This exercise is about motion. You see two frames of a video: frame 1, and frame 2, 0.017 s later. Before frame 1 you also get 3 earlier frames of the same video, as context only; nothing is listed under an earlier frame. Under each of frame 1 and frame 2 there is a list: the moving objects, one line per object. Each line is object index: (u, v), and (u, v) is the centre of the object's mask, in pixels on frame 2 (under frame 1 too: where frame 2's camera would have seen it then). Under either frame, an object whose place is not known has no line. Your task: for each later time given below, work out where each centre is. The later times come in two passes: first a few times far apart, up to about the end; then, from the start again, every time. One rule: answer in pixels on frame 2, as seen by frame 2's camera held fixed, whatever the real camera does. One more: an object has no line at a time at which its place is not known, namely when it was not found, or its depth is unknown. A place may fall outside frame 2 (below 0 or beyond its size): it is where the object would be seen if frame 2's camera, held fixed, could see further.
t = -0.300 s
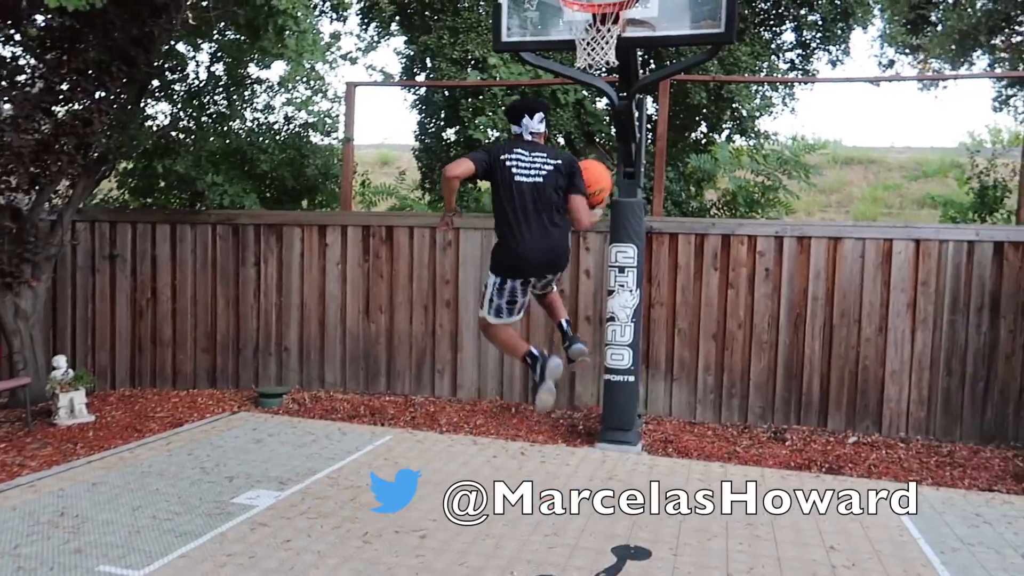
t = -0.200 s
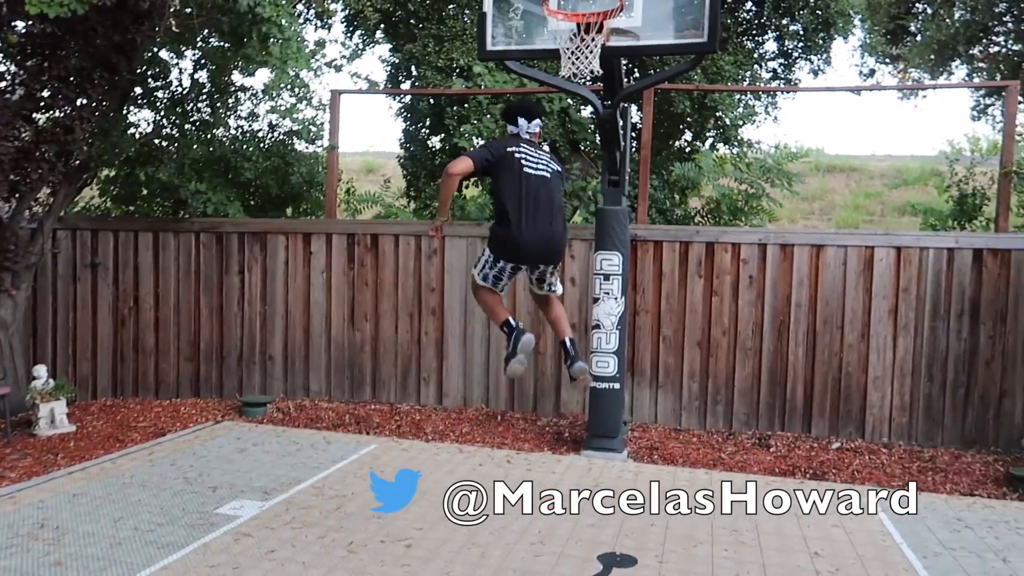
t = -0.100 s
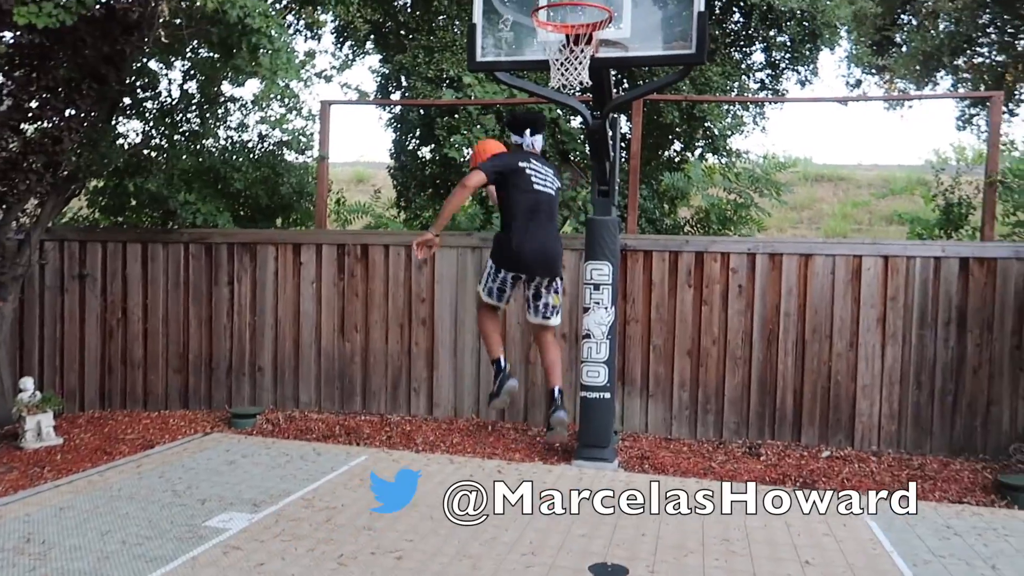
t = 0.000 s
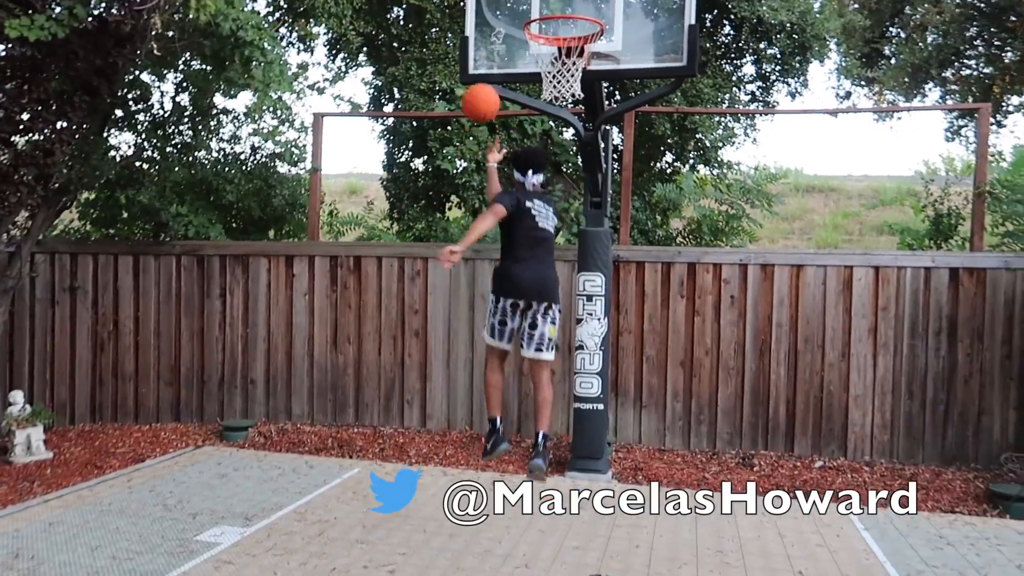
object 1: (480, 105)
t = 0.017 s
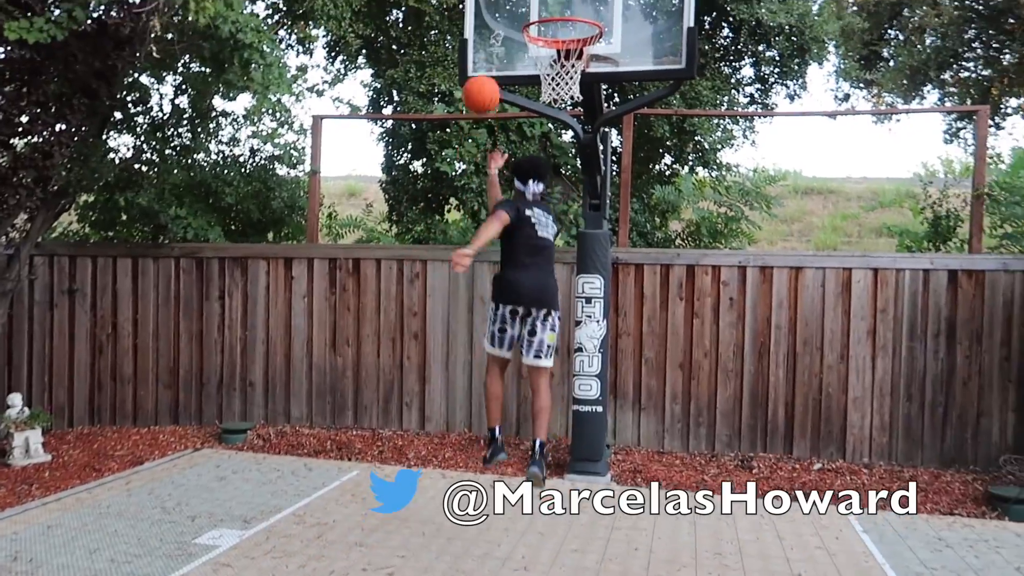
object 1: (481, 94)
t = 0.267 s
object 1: (495, -17)
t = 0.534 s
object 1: (515, -58)
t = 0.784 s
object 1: (536, 7)
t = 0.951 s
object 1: (549, 121)
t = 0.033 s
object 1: (482, 84)
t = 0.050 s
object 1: (483, 74)
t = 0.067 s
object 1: (483, 65)
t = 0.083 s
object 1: (484, 55)
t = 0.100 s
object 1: (485, 47)
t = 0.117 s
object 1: (486, 40)
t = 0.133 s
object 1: (486, 33)
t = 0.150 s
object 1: (487, 26)
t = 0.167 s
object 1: (488, 19)
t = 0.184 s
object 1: (488, 13)
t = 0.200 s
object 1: (489, 8)
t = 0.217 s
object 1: (491, 2)
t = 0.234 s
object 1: (492, -5)
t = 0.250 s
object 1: (493, -10)
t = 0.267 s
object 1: (495, -17)
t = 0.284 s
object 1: (496, -22)
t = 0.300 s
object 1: (497, -27)
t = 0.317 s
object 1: (498, -31)
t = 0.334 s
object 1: (499, -35)
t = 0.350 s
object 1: (501, -39)
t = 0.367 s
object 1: (502, -41)
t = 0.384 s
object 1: (503, -44)
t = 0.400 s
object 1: (504, -47)
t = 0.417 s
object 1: (506, -48)
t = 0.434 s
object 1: (507, -51)
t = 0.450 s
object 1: (508, -52)
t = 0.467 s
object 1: (509, -54)
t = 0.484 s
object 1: (510, -56)
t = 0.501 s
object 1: (512, -56)
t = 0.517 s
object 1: (514, -57)
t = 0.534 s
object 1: (515, -58)
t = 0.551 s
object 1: (516, -57)
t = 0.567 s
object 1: (518, -56)
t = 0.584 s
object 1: (519, -54)
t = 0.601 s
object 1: (520, -52)
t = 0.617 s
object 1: (522, -48)
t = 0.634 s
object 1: (523, -45)
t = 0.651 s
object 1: (524, -42)
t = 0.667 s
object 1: (526, -37)
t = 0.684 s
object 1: (527, -32)
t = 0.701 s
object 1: (528, -27)
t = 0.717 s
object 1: (530, -21)
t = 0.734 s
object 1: (531, -15)
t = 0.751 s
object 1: (532, -8)
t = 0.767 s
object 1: (534, -1)
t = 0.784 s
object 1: (536, 7)
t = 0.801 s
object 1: (537, 16)
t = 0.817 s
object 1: (539, 25)
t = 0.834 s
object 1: (540, 35)
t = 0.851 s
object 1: (541, 45)
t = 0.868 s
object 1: (542, 56)
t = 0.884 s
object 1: (544, 68)
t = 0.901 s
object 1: (545, 81)
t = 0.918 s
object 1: (547, 93)
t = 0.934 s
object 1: (548, 107)
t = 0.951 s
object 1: (549, 121)
